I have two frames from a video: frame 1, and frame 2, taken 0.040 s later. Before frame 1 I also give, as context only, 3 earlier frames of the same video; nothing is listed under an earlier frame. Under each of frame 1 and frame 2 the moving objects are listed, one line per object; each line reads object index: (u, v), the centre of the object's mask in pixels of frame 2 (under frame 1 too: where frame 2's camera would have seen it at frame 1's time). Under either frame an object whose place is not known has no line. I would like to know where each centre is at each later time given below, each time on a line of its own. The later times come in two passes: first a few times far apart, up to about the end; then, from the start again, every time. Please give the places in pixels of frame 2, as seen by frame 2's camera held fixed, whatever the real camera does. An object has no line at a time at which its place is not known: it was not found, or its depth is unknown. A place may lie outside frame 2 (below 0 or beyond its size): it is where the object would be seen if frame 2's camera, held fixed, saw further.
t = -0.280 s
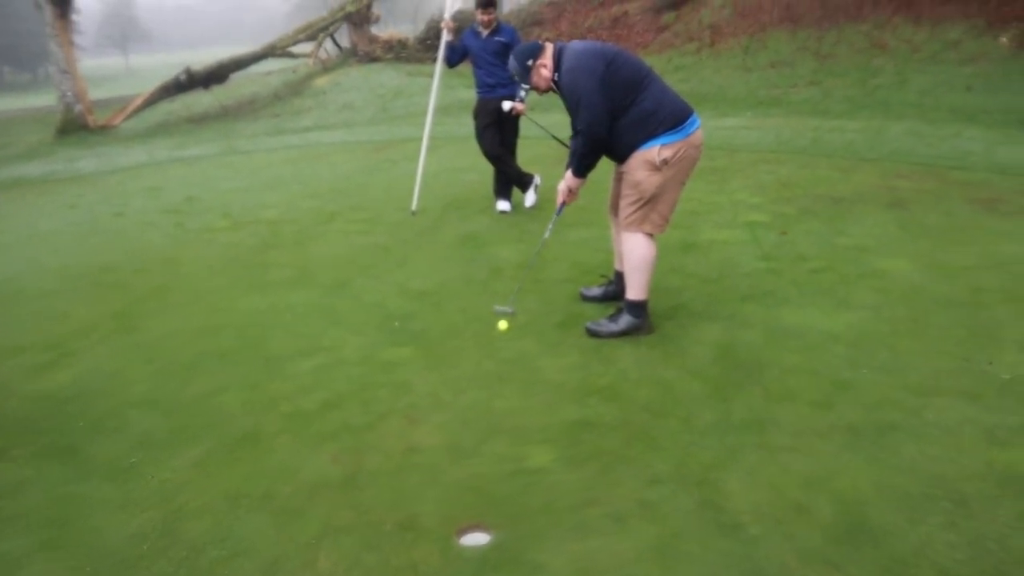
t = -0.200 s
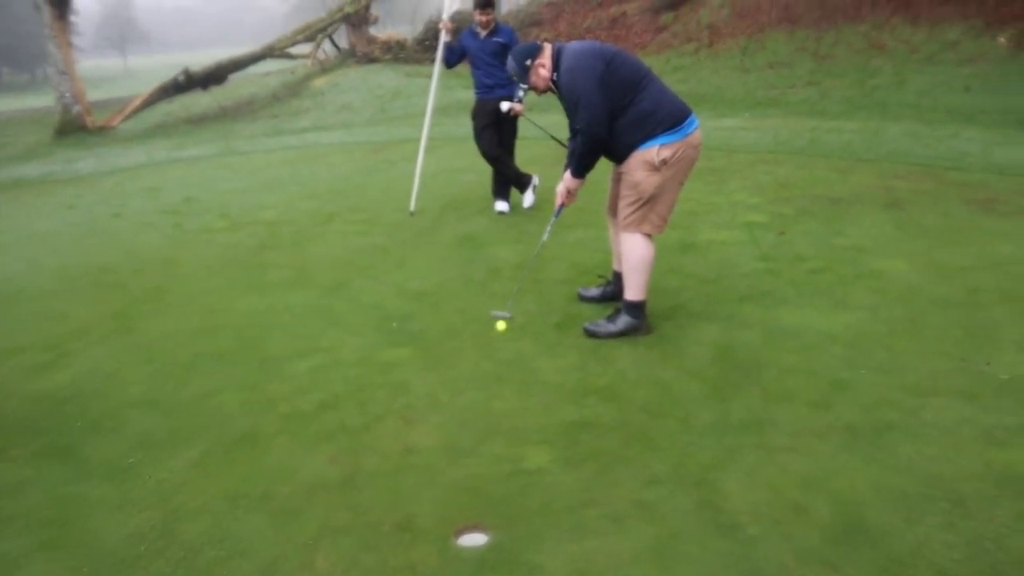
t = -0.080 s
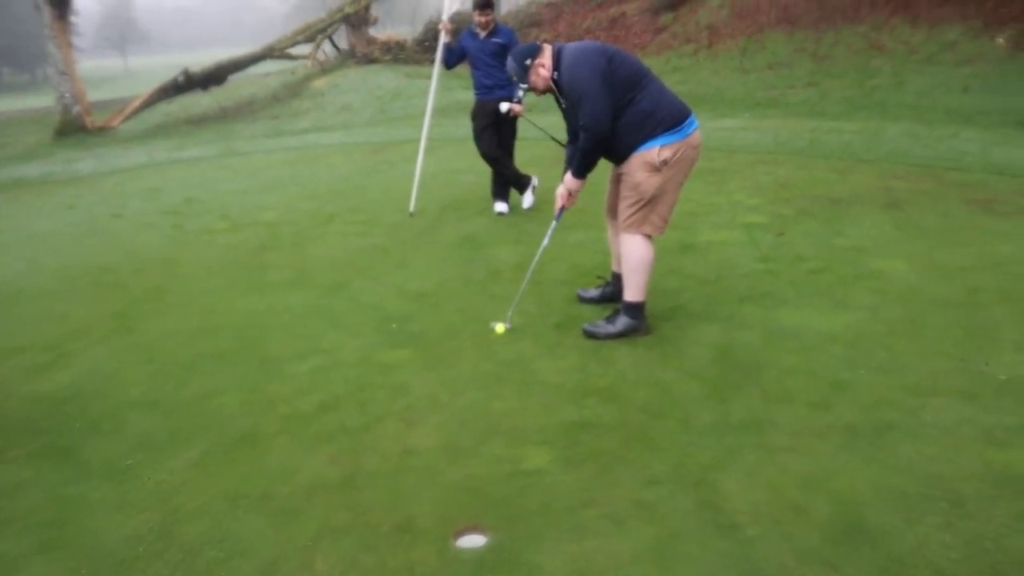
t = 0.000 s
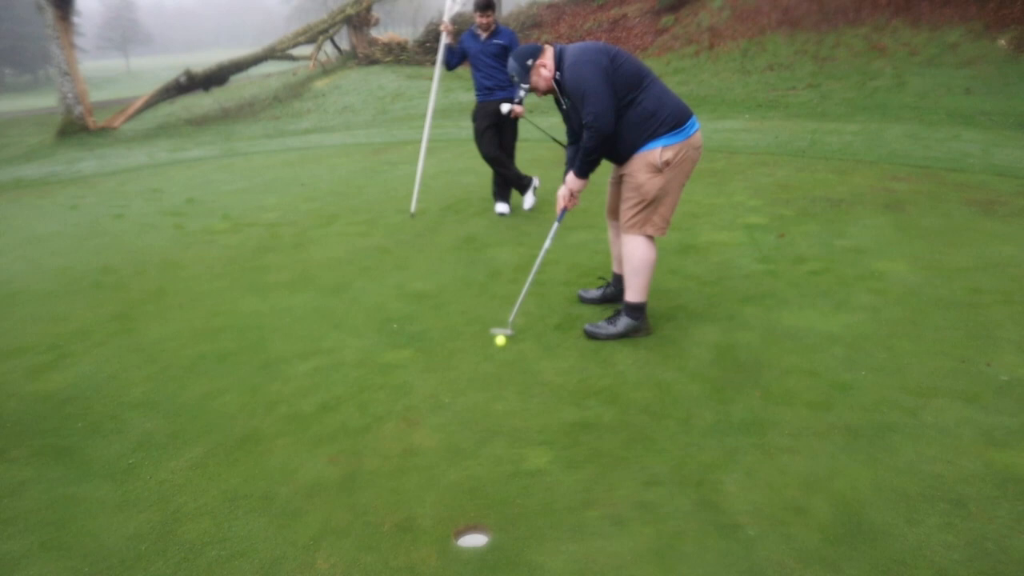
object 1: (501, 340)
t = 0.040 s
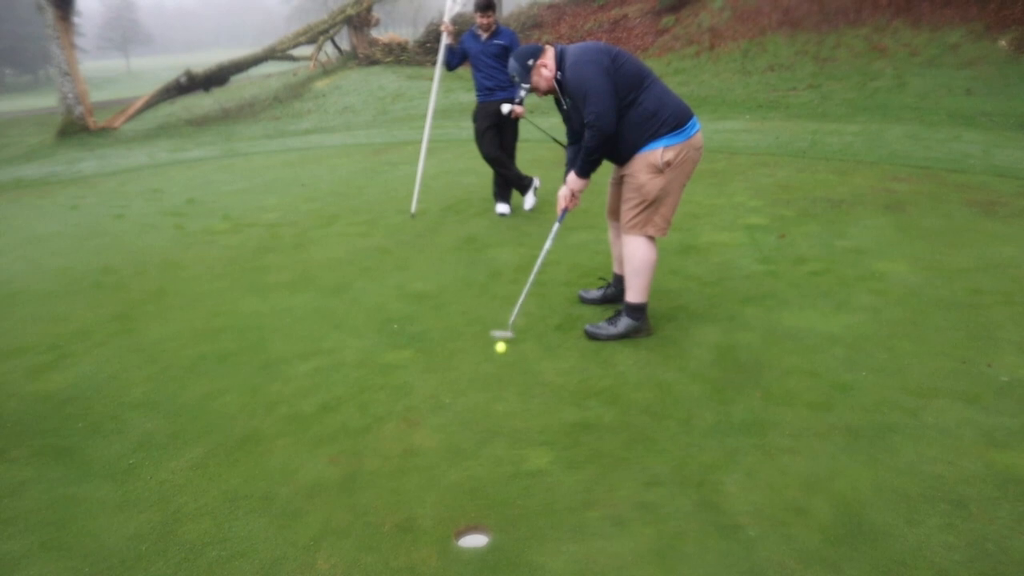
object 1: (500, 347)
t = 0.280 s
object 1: (496, 375)
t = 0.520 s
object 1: (488, 403)
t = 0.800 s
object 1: (477, 433)
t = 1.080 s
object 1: (463, 460)
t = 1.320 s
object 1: (444, 478)
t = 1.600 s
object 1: (423, 494)
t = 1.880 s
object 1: (415, 503)
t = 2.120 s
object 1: (414, 506)
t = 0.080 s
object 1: (500, 351)
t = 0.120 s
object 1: (499, 356)
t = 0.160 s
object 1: (498, 360)
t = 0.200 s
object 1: (498, 366)
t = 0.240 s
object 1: (497, 370)
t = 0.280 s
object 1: (496, 375)
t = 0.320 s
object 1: (495, 380)
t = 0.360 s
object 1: (494, 385)
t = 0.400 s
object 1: (492, 388)
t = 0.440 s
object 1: (491, 394)
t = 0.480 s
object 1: (490, 398)
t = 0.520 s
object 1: (488, 403)
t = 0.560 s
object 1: (486, 407)
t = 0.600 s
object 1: (485, 412)
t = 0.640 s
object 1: (484, 416)
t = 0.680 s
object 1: (482, 421)
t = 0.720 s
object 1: (480, 425)
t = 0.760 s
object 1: (479, 430)
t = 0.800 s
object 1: (477, 433)
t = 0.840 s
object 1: (476, 438)
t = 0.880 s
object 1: (474, 441)
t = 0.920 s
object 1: (473, 445)
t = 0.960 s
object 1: (470, 449)
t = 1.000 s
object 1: (468, 453)
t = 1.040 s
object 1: (466, 456)
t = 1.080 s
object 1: (463, 460)
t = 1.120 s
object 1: (460, 463)
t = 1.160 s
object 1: (457, 466)
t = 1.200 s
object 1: (454, 470)
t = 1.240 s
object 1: (451, 473)
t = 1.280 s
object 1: (448, 475)
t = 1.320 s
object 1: (444, 478)
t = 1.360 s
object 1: (441, 481)
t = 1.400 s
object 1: (438, 484)
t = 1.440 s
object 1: (435, 485)
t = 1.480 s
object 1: (431, 487)
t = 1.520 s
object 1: (429, 490)
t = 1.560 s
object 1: (426, 492)
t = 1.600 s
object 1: (423, 494)
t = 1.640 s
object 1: (421, 495)
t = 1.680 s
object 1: (420, 497)
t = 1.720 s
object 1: (418, 498)
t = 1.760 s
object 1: (417, 499)
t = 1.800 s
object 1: (416, 500)
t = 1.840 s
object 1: (415, 501)
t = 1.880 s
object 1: (415, 503)
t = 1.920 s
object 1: (414, 504)
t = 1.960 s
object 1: (413, 505)
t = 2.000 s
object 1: (414, 505)
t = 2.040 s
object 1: (414, 505)
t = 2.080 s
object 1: (414, 506)
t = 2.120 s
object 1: (414, 506)
